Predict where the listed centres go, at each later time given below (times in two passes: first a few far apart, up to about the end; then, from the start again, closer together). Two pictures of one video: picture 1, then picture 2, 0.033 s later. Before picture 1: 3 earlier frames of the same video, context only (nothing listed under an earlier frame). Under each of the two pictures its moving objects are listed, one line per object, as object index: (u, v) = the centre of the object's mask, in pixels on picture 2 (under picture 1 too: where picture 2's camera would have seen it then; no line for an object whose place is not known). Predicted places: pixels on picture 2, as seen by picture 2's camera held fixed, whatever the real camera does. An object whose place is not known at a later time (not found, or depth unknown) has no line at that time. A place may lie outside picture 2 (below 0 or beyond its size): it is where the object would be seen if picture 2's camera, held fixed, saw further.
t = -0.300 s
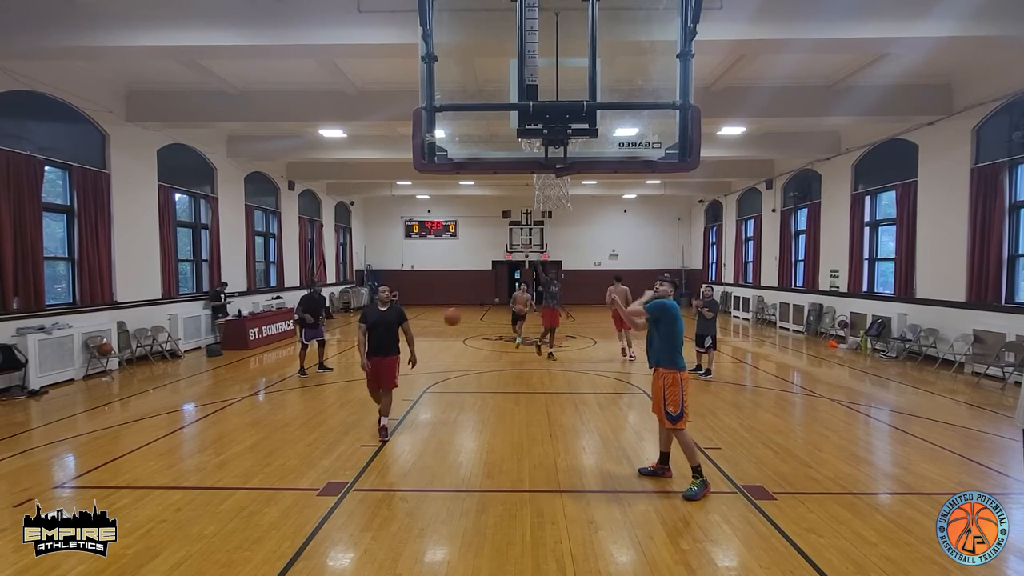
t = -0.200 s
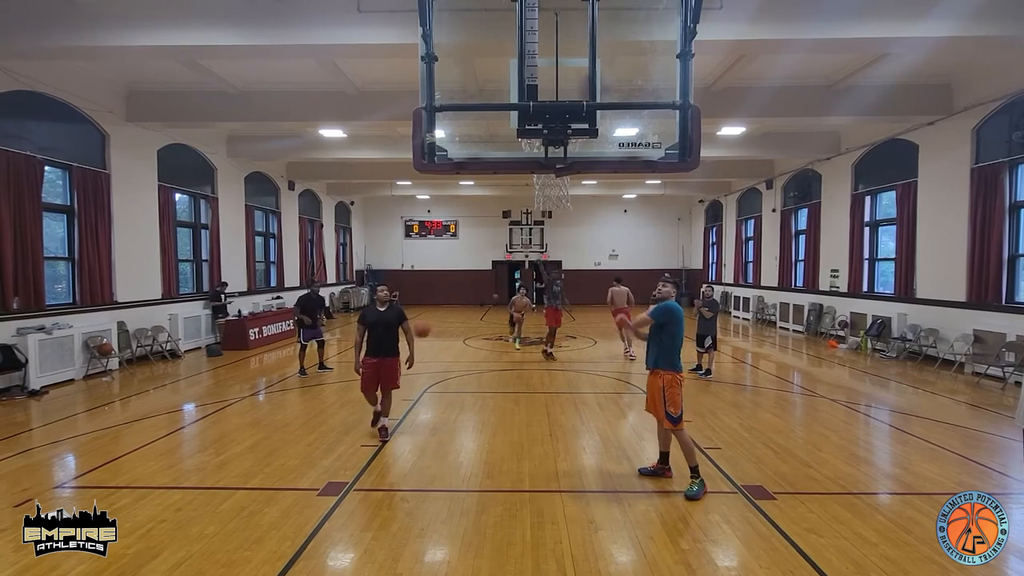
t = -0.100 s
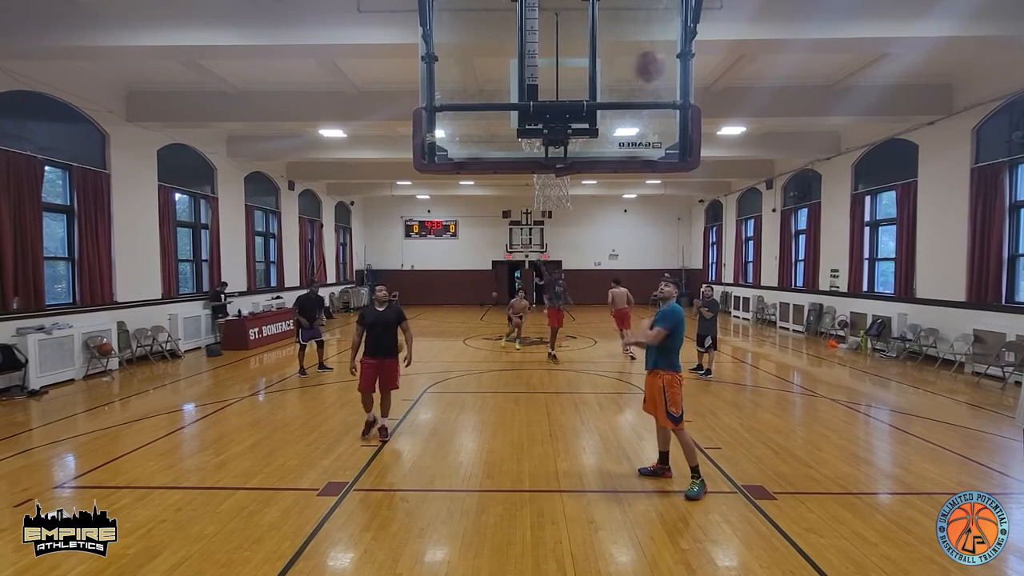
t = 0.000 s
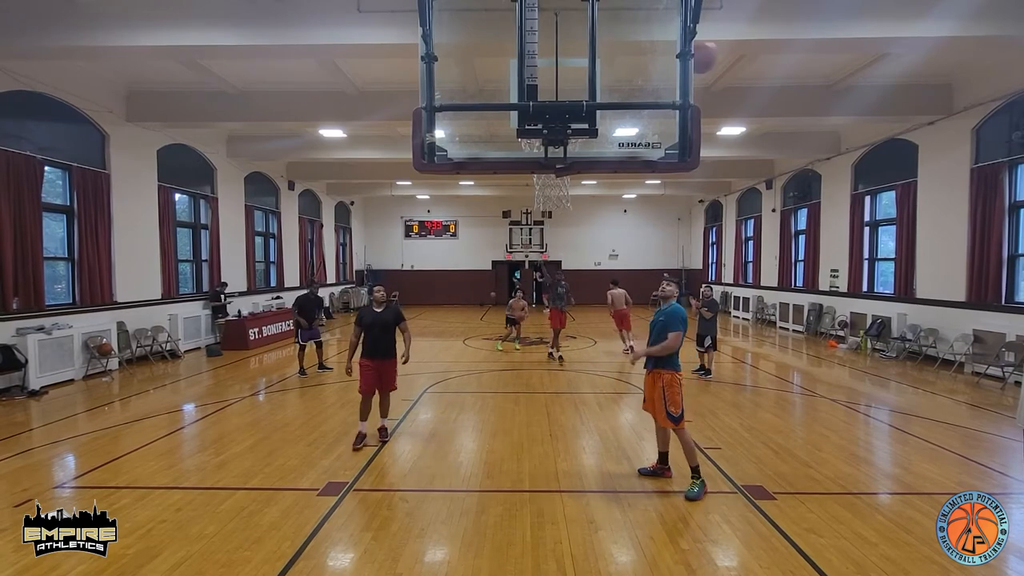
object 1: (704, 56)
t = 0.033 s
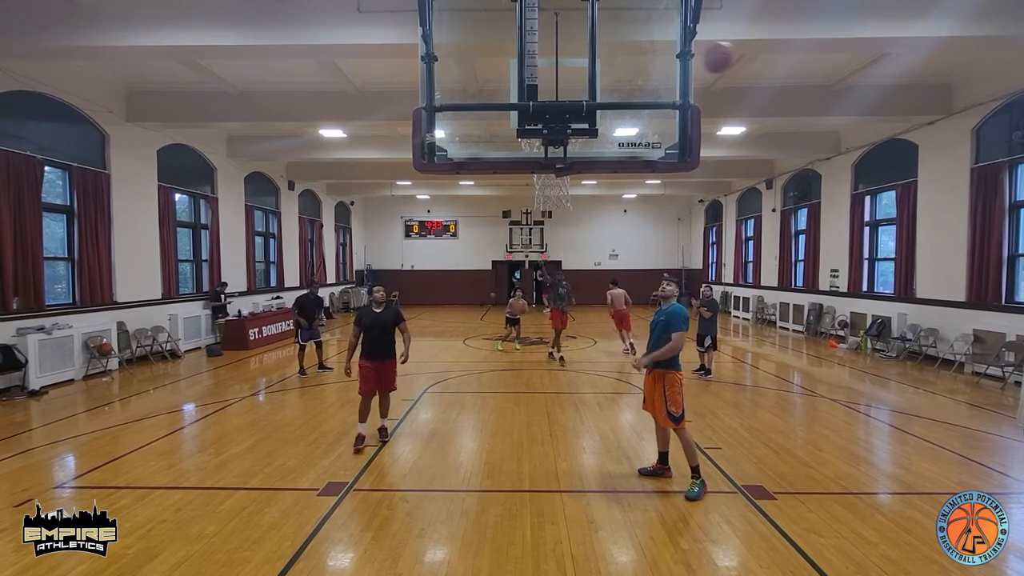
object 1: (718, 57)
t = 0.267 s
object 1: (823, 88)
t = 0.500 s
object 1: (910, 170)
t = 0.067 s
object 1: (733, 58)
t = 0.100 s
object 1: (749, 60)
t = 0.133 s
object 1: (764, 64)
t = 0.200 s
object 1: (794, 74)
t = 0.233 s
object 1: (809, 80)
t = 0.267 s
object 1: (823, 88)
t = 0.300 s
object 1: (836, 97)
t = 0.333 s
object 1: (849, 107)
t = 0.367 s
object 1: (862, 119)
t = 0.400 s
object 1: (874, 129)
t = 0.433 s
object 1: (887, 143)
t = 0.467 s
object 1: (898, 156)
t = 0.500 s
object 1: (910, 170)
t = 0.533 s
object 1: (922, 187)
